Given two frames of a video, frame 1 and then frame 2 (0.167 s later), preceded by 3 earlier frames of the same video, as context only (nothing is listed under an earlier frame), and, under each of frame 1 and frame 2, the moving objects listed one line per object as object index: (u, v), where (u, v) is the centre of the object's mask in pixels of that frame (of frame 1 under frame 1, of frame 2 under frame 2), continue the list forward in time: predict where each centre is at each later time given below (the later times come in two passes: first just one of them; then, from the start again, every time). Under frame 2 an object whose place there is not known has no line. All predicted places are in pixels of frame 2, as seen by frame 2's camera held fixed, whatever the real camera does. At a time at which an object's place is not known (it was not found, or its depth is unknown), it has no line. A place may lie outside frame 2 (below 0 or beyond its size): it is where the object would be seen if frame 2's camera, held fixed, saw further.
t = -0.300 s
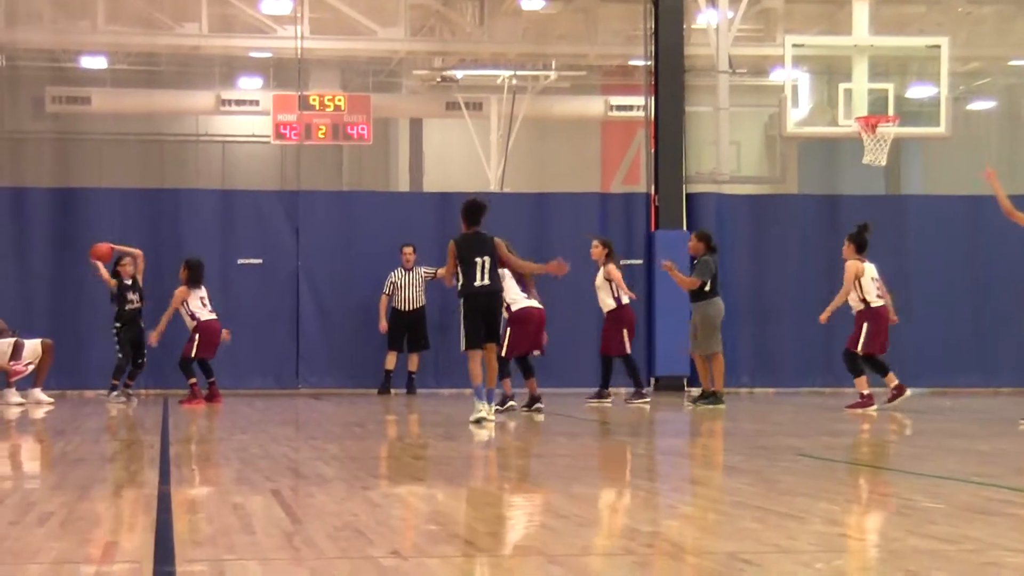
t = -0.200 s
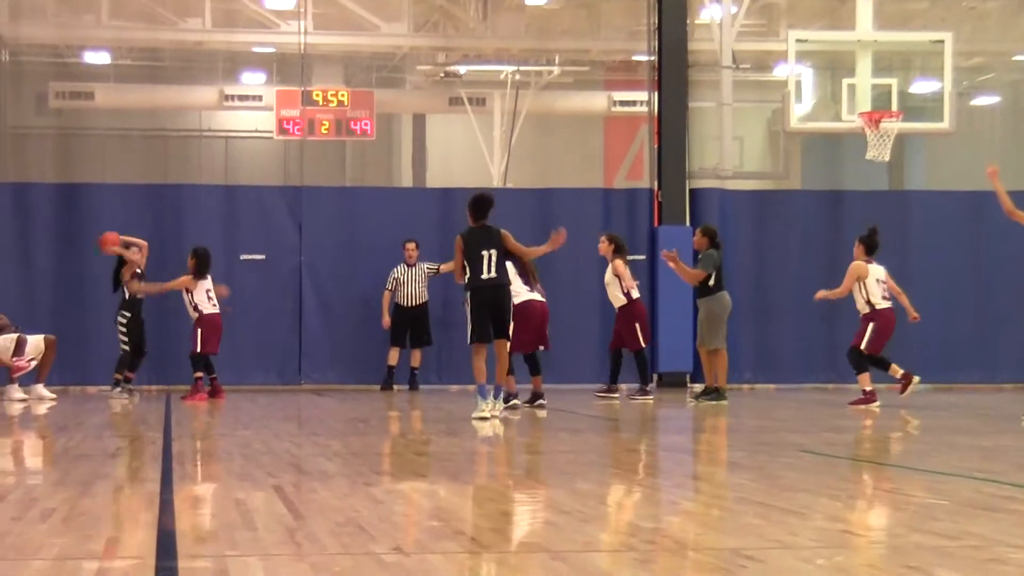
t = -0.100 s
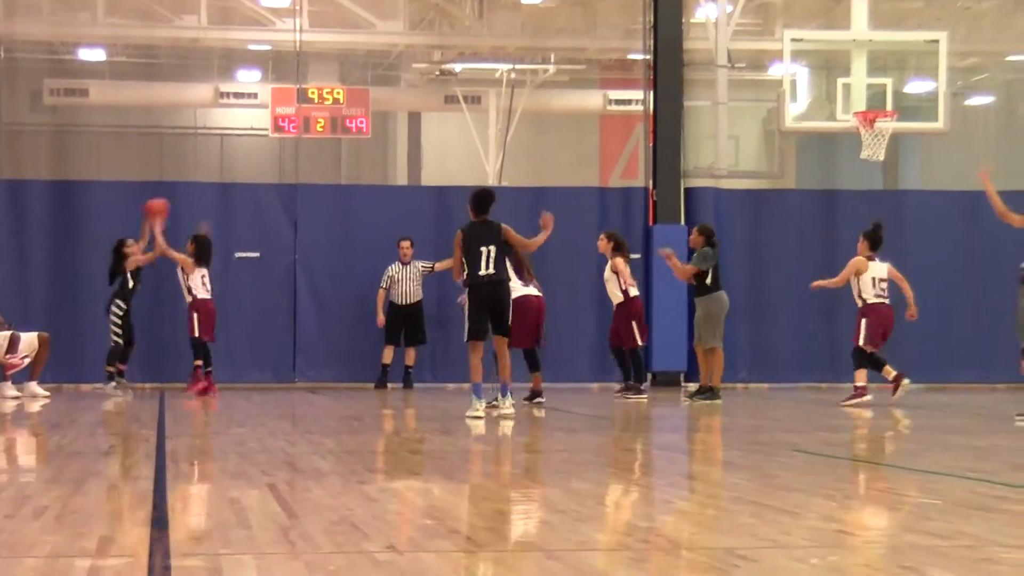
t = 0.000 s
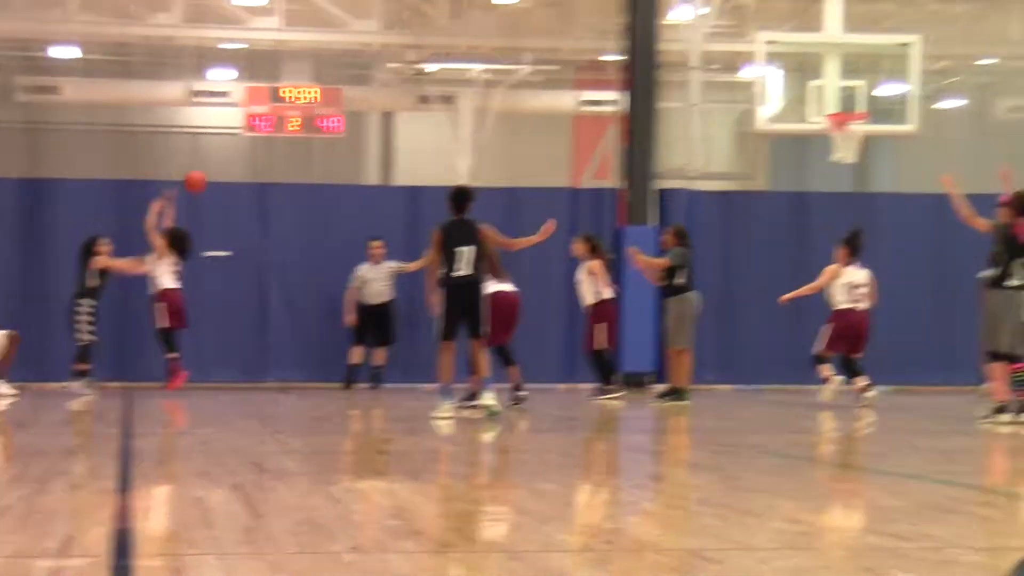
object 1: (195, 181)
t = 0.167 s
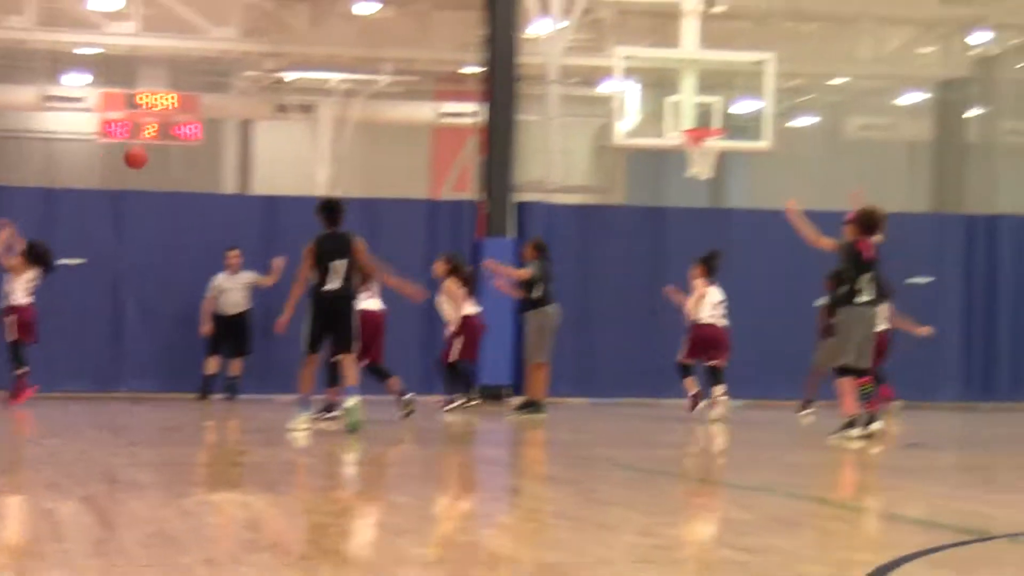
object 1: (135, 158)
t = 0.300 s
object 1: (204, 153)
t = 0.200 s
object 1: (153, 155)
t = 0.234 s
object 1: (170, 154)
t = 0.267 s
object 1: (189, 154)
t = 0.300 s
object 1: (204, 153)
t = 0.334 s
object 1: (220, 154)
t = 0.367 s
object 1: (236, 157)
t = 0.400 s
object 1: (252, 160)
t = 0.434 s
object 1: (268, 166)
